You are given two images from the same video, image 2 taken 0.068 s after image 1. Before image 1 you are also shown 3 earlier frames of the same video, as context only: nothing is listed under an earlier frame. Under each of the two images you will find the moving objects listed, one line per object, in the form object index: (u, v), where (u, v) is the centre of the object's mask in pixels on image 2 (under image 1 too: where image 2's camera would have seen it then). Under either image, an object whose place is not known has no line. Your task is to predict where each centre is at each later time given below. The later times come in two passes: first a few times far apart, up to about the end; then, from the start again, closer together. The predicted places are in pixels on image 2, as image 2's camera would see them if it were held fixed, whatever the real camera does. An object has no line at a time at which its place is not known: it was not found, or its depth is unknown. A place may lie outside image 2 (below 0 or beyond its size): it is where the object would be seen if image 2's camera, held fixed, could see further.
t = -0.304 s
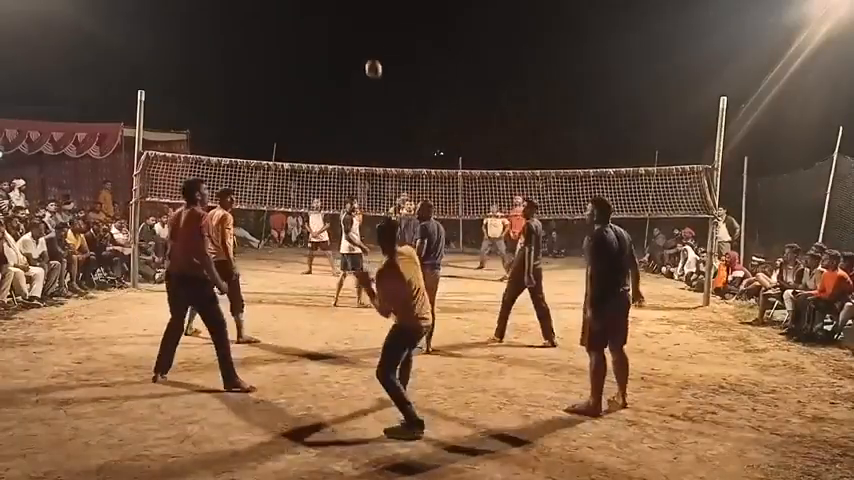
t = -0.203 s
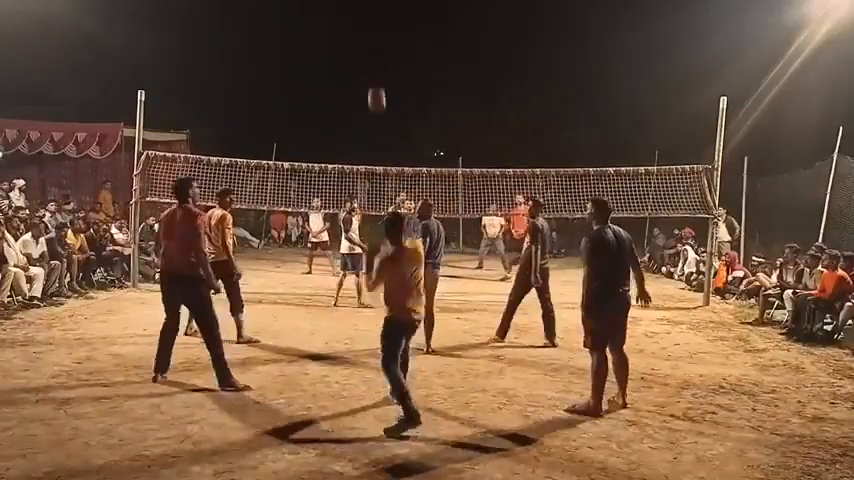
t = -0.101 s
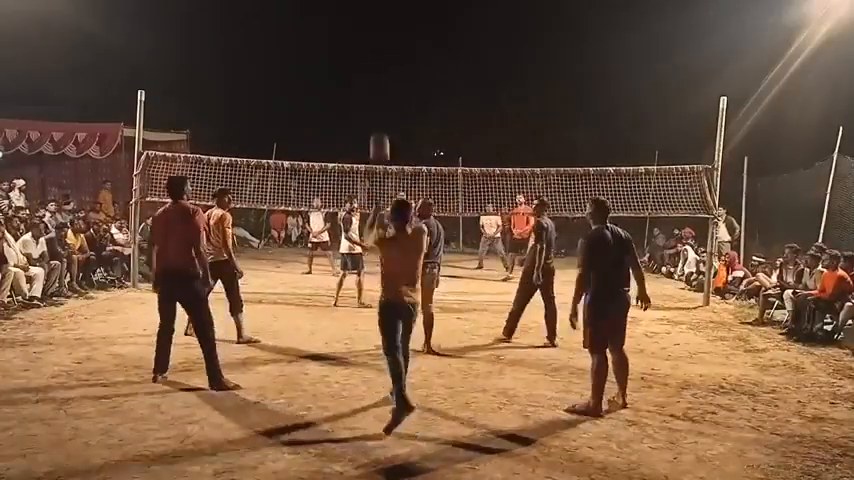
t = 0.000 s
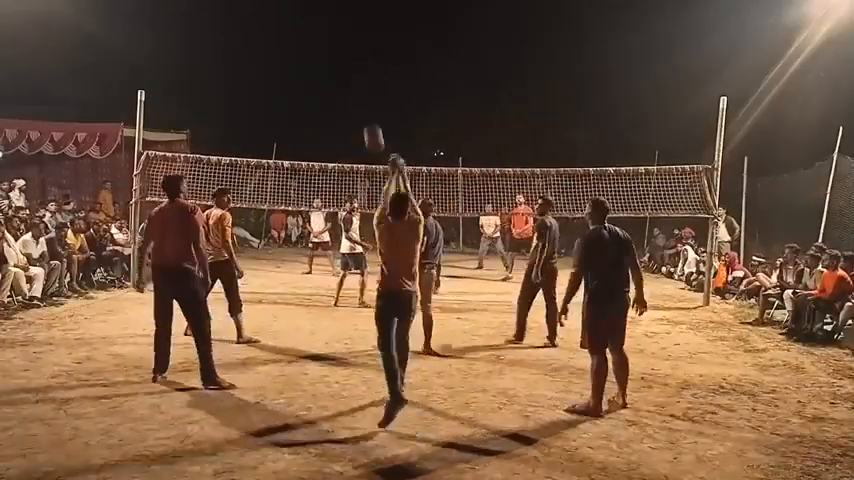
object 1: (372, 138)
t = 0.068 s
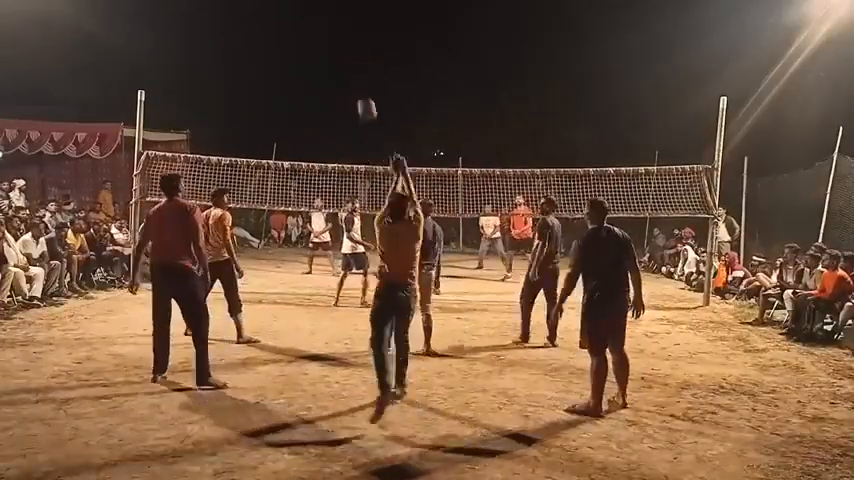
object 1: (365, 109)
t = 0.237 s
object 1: (350, 70)
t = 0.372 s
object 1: (341, 64)
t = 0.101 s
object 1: (362, 97)
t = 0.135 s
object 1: (360, 87)
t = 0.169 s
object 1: (356, 79)
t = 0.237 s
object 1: (350, 70)
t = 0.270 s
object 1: (348, 67)
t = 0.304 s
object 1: (346, 65)
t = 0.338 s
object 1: (343, 64)
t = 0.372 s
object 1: (341, 64)
